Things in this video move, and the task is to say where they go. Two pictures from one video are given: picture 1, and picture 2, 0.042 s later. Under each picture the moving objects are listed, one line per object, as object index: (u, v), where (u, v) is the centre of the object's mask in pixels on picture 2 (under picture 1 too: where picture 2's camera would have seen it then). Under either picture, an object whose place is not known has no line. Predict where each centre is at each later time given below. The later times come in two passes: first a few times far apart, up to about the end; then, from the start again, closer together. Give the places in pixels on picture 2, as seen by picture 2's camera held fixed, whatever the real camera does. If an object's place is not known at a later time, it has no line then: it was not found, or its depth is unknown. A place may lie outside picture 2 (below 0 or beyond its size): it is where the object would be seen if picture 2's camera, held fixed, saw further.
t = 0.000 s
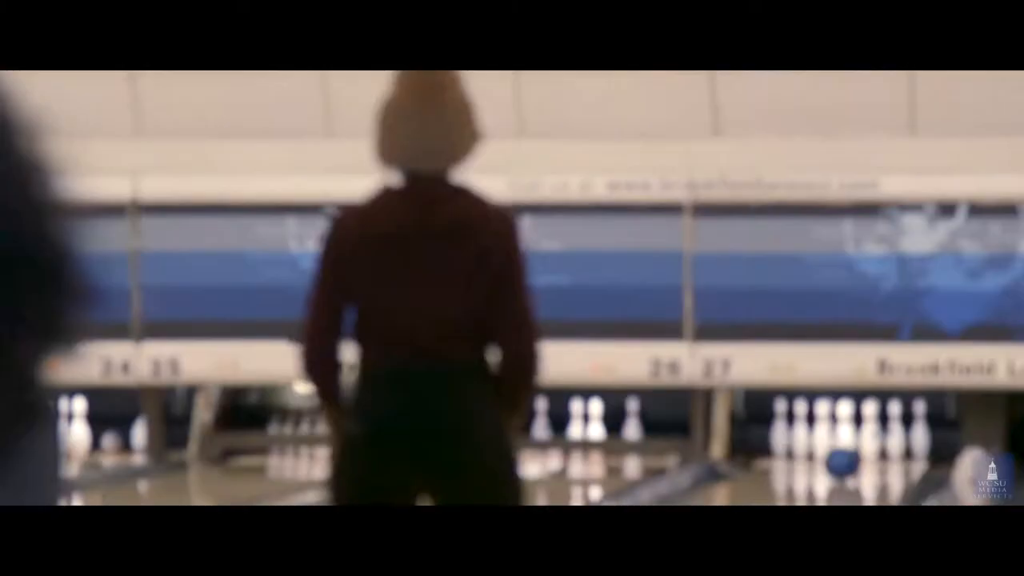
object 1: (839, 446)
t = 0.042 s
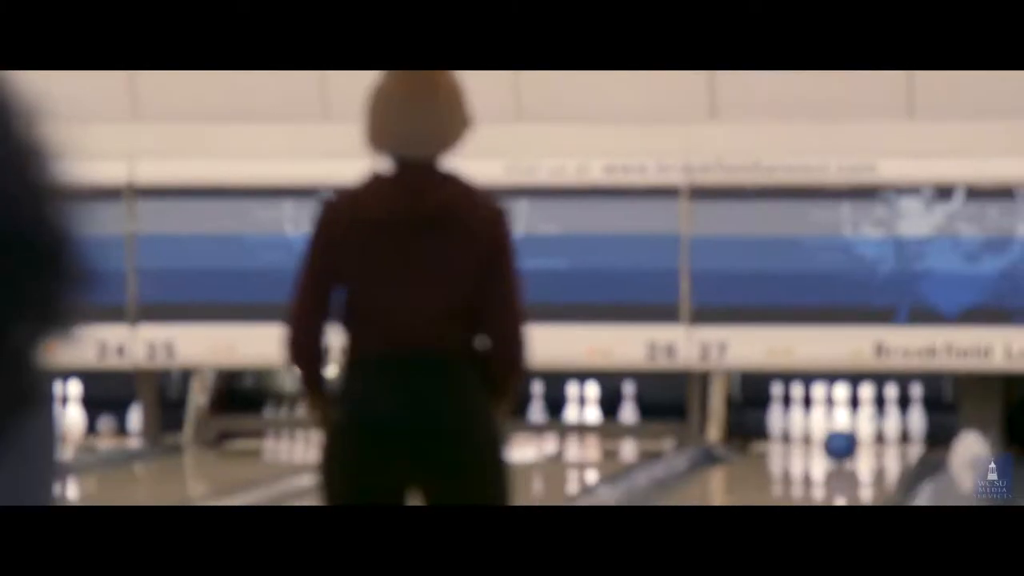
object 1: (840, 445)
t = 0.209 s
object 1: (848, 444)
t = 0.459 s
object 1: (861, 439)
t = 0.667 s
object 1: (870, 435)
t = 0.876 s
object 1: (879, 431)
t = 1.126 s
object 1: (898, 428)
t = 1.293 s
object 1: (914, 427)
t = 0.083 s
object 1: (843, 445)
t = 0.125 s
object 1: (844, 444)
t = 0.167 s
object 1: (845, 444)
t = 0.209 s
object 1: (848, 444)
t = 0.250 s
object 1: (849, 442)
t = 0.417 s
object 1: (859, 440)
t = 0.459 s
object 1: (861, 439)
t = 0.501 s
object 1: (863, 439)
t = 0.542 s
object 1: (864, 438)
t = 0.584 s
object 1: (866, 437)
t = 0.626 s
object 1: (868, 437)
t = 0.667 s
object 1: (870, 435)
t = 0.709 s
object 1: (872, 435)
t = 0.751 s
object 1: (874, 433)
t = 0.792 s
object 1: (875, 432)
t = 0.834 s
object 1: (877, 432)
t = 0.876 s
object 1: (879, 431)
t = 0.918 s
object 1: (881, 430)
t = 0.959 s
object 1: (882, 429)
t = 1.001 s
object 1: (885, 429)
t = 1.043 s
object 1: (891, 429)
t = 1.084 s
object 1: (894, 429)
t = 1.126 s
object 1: (898, 428)
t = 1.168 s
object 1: (904, 428)
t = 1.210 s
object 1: (908, 427)
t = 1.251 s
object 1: (912, 426)
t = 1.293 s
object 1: (914, 427)
